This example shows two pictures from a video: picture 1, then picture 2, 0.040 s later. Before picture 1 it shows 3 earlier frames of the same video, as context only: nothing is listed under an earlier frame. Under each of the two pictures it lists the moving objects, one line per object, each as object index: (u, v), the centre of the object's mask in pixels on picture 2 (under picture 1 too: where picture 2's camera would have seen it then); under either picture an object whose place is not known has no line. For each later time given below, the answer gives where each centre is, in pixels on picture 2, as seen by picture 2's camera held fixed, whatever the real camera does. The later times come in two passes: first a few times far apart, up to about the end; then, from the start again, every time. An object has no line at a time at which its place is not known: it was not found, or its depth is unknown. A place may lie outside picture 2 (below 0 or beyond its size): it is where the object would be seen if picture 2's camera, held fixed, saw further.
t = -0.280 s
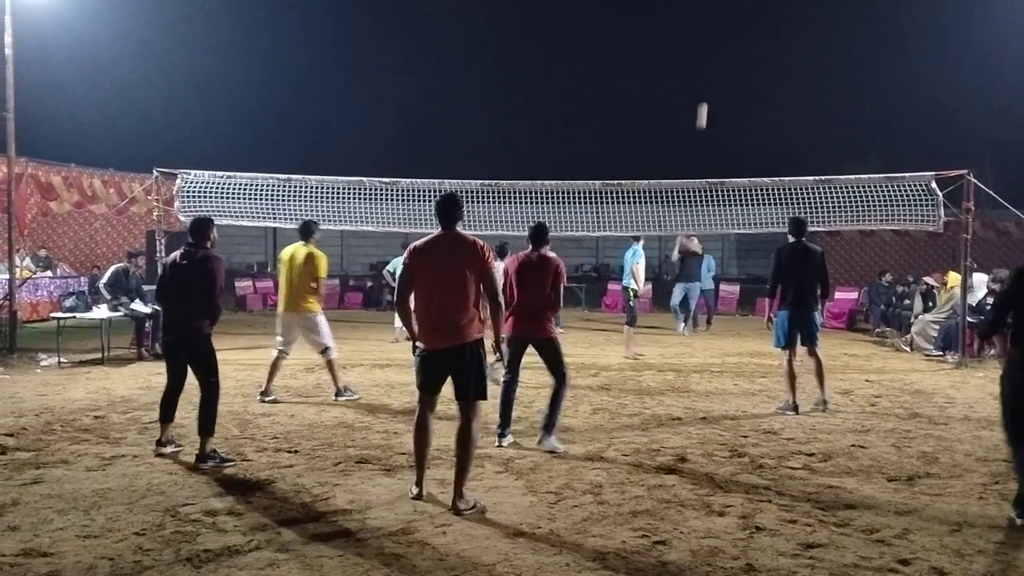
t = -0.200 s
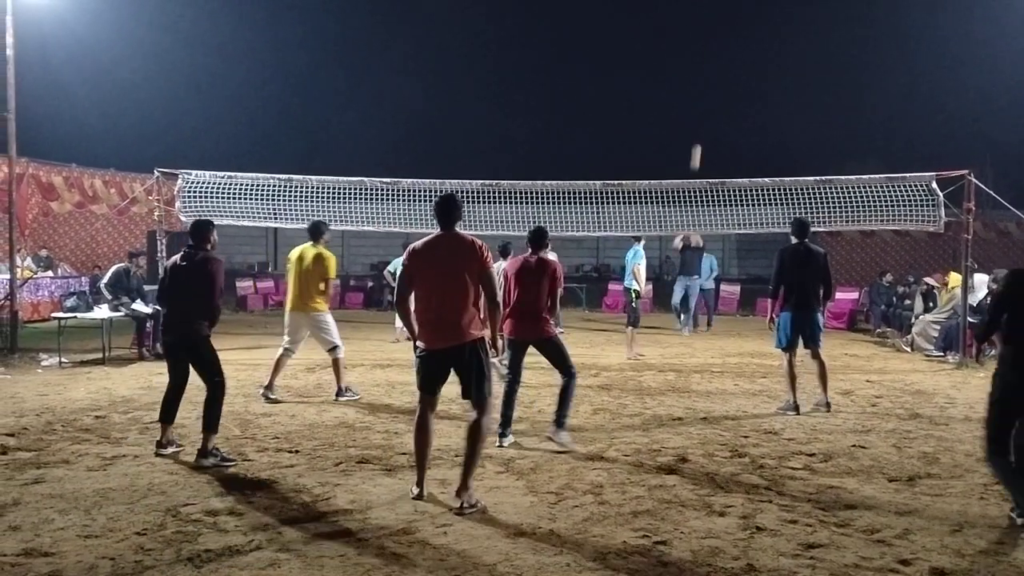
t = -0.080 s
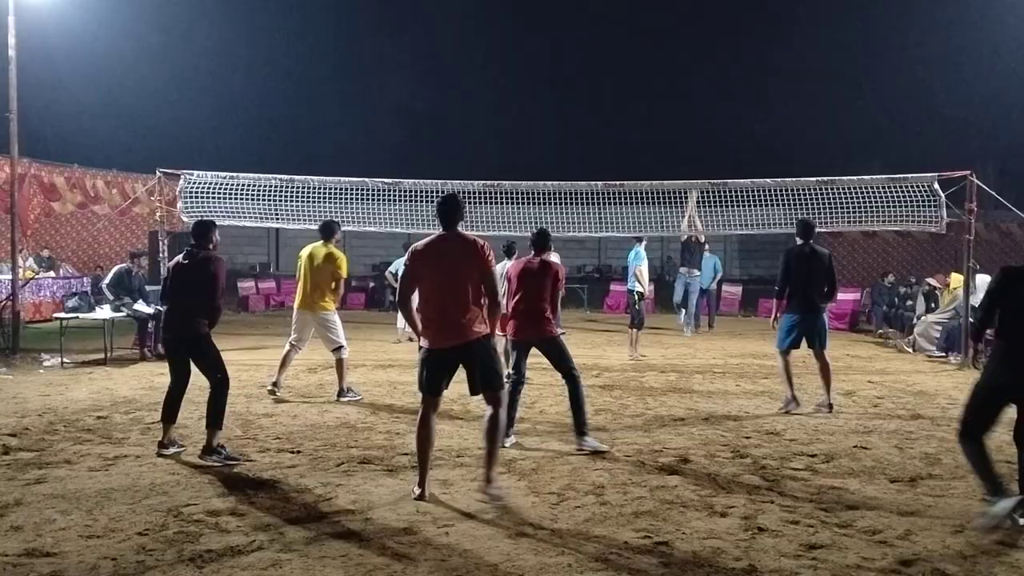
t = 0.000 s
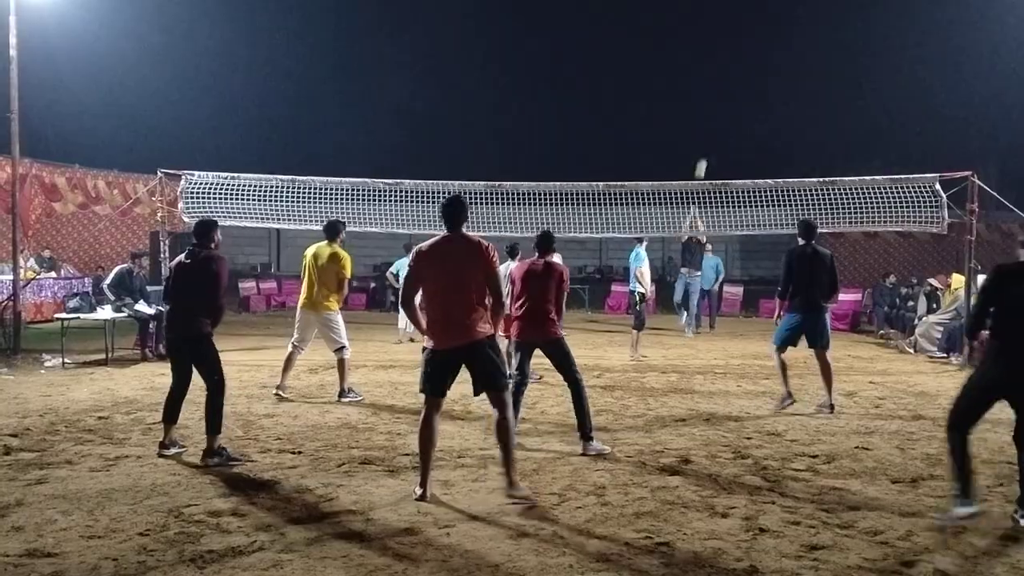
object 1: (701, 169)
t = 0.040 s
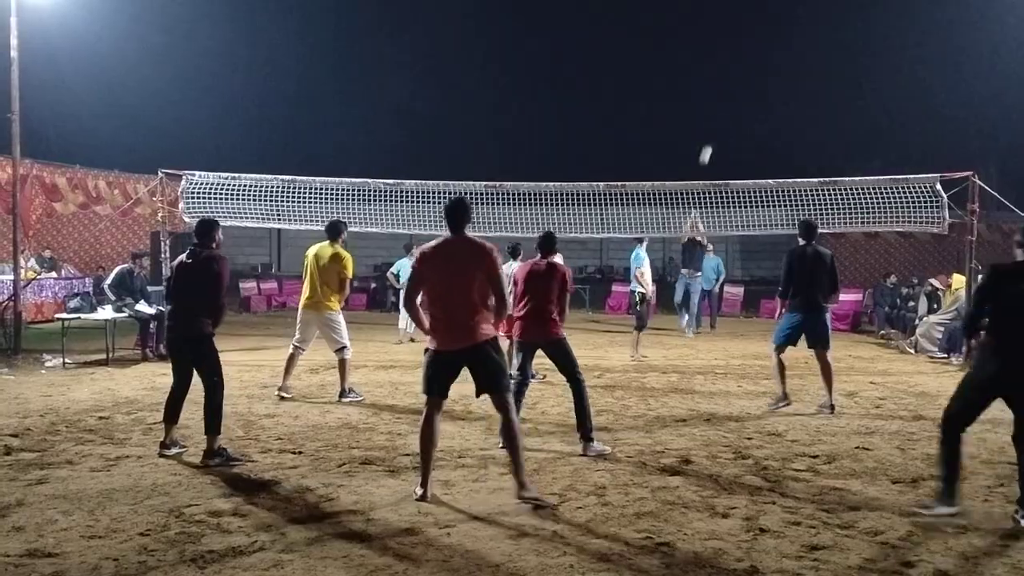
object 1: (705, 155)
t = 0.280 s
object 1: (731, 80)
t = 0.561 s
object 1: (770, 28)
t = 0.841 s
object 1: (820, 35)
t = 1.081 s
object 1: (876, 118)
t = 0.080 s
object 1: (709, 141)
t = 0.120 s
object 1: (713, 128)
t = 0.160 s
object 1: (718, 115)
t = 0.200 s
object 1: (722, 103)
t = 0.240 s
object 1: (726, 91)
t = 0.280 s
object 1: (731, 80)
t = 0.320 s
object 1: (736, 70)
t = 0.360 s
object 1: (741, 61)
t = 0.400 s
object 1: (746, 52)
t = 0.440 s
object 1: (752, 45)
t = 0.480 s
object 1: (758, 38)
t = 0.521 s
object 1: (764, 32)
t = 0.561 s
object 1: (770, 28)
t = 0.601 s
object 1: (776, 25)
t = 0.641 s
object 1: (782, 23)
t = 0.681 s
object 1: (789, 22)
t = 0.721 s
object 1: (796, 23)
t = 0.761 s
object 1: (804, 25)
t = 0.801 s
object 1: (812, 30)
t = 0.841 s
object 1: (820, 35)
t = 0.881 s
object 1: (828, 43)
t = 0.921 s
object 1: (837, 53)
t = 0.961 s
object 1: (846, 65)
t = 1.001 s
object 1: (856, 80)
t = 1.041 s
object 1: (865, 97)
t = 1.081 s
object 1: (876, 118)
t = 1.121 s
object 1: (888, 143)
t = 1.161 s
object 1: (898, 163)
